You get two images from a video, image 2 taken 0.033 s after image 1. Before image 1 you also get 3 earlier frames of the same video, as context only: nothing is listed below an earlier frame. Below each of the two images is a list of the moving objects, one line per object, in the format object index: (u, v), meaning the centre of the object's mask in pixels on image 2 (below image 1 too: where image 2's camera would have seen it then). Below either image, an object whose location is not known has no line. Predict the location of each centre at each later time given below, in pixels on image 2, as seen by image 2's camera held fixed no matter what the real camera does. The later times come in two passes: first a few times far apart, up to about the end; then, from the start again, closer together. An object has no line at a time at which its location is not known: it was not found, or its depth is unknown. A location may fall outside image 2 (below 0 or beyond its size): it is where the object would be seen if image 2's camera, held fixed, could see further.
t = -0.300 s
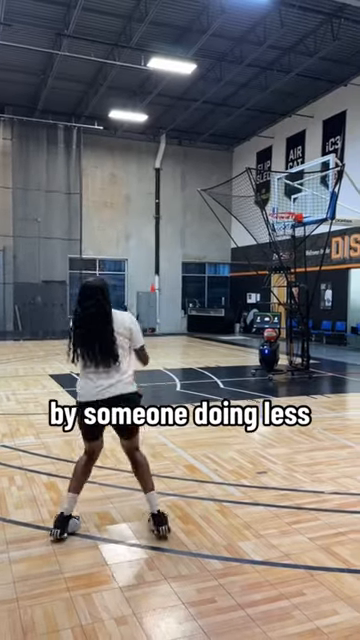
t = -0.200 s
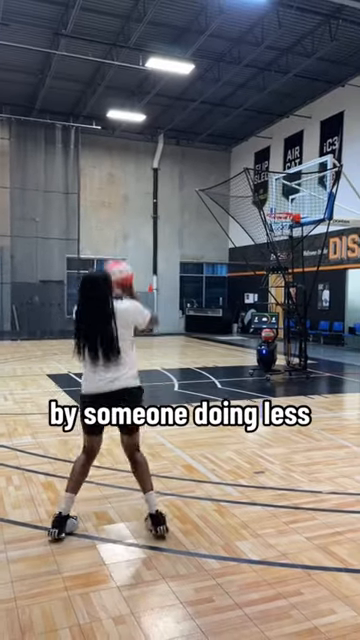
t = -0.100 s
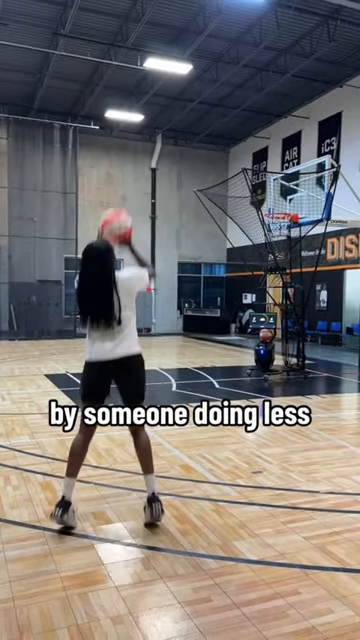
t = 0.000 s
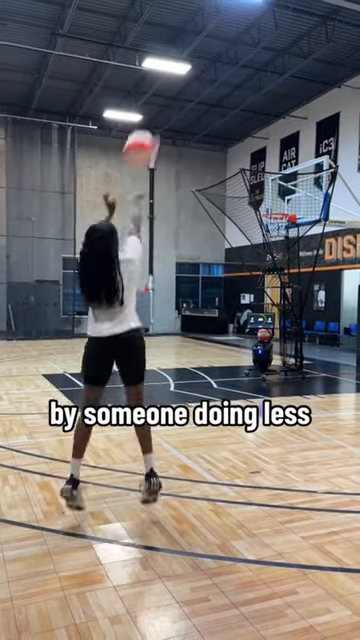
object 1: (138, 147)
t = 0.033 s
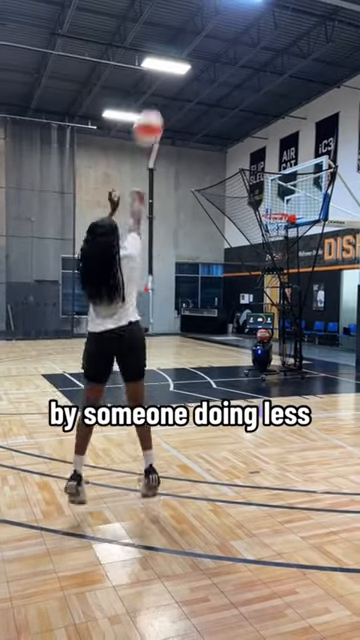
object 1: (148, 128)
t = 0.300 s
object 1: (202, 37)
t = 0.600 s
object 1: (240, 39)
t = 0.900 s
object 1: (263, 98)
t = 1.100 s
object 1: (274, 154)
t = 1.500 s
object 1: (276, 230)
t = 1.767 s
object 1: (278, 240)
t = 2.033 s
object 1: (271, 261)
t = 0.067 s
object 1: (156, 109)
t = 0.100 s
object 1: (164, 92)
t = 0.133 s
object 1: (171, 82)
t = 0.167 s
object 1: (180, 66)
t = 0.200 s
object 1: (186, 54)
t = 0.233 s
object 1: (191, 48)
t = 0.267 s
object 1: (197, 42)
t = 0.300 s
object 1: (202, 37)
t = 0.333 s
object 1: (208, 33)
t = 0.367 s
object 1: (213, 30)
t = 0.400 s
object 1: (217, 29)
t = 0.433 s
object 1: (221, 28)
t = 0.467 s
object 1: (225, 29)
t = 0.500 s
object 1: (229, 31)
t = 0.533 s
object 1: (233, 33)
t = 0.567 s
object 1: (237, 36)
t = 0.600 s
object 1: (240, 39)
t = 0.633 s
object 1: (243, 44)
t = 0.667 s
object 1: (246, 49)
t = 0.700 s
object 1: (249, 54)
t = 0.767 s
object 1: (254, 67)
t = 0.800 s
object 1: (256, 74)
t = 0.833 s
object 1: (259, 81)
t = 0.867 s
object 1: (261, 90)
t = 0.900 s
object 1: (263, 98)
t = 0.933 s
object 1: (265, 107)
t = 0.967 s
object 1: (267, 116)
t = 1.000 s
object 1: (269, 125)
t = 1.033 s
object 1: (270, 135)
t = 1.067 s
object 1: (273, 144)
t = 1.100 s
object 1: (274, 154)
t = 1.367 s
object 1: (274, 230)
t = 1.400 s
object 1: (274, 231)
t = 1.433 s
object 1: (275, 231)
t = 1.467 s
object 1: (275, 230)
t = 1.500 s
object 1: (276, 230)
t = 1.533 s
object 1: (275, 230)
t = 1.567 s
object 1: (276, 231)
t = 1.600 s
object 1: (276, 231)
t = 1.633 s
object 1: (276, 231)
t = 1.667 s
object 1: (276, 232)
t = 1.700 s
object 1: (276, 232)
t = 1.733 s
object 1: (276, 233)
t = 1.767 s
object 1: (278, 240)
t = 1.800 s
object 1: (277, 241)
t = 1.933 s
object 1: (275, 251)
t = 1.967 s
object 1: (274, 254)
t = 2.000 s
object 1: (272, 259)
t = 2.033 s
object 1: (271, 261)
